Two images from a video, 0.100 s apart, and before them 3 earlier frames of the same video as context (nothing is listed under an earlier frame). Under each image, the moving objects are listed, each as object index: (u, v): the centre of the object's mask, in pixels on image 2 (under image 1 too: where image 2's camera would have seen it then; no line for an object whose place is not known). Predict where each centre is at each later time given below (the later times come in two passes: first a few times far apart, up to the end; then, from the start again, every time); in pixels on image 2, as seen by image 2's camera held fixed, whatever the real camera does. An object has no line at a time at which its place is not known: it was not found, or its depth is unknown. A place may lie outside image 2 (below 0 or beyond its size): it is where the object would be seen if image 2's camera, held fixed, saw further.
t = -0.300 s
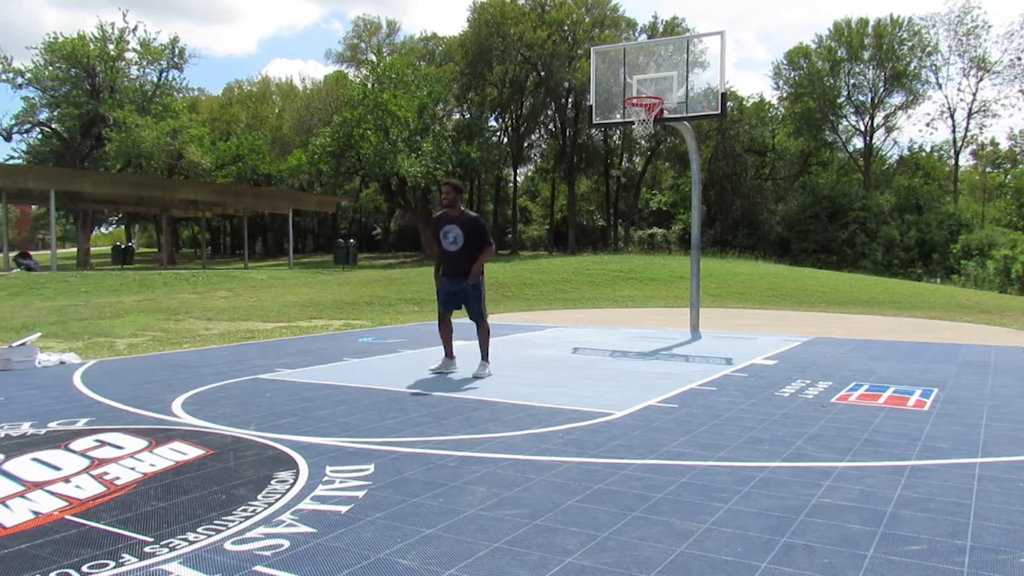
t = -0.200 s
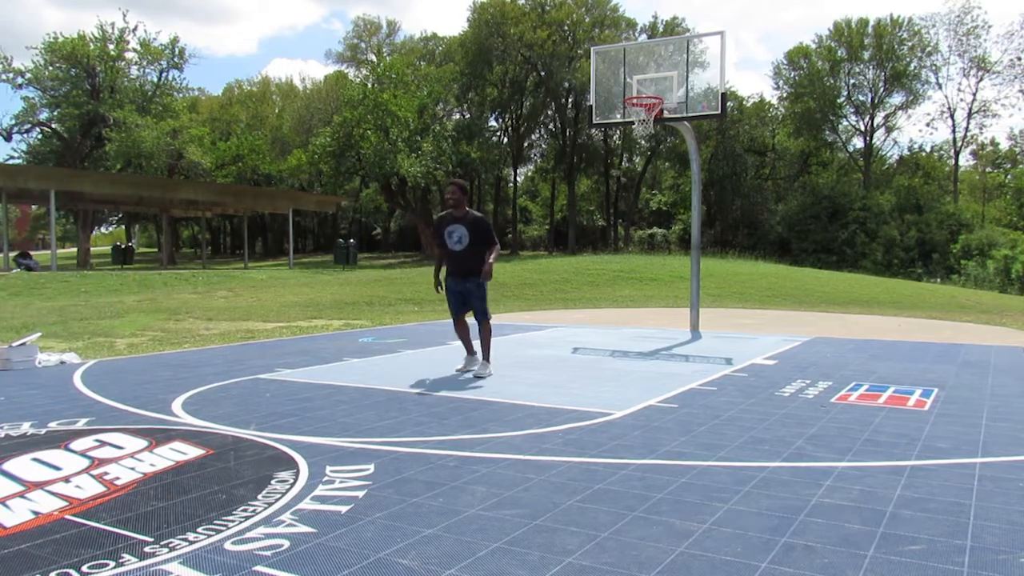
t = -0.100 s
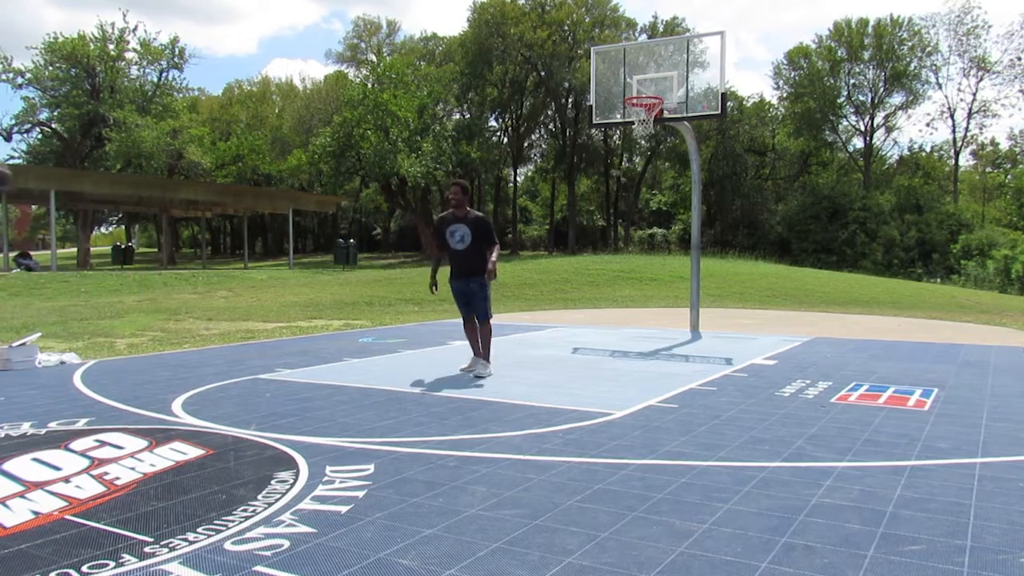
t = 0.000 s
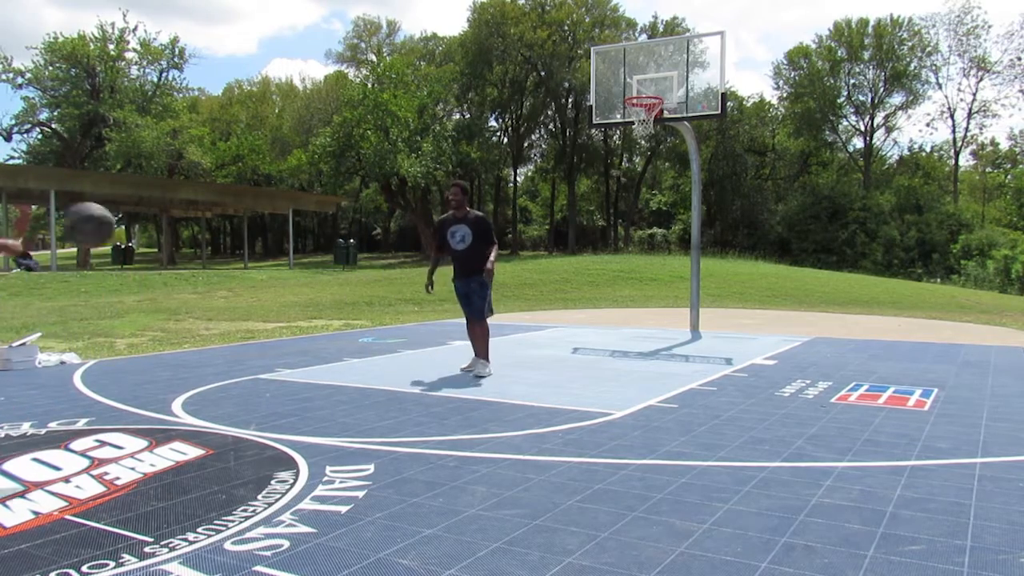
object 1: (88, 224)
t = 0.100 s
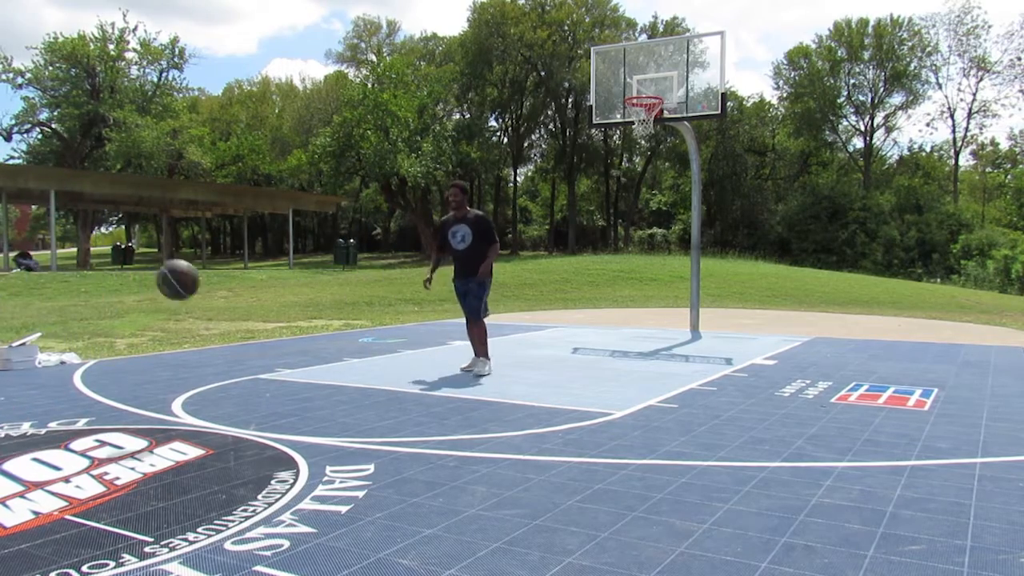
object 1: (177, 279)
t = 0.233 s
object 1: (266, 358)
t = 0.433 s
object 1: (341, 324)
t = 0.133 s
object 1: (202, 299)
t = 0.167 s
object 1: (225, 318)
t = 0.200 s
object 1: (247, 338)
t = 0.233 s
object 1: (266, 358)
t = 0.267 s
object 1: (284, 378)
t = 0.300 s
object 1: (300, 390)
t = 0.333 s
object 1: (310, 371)
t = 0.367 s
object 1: (321, 354)
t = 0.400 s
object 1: (331, 339)
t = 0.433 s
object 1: (341, 324)
